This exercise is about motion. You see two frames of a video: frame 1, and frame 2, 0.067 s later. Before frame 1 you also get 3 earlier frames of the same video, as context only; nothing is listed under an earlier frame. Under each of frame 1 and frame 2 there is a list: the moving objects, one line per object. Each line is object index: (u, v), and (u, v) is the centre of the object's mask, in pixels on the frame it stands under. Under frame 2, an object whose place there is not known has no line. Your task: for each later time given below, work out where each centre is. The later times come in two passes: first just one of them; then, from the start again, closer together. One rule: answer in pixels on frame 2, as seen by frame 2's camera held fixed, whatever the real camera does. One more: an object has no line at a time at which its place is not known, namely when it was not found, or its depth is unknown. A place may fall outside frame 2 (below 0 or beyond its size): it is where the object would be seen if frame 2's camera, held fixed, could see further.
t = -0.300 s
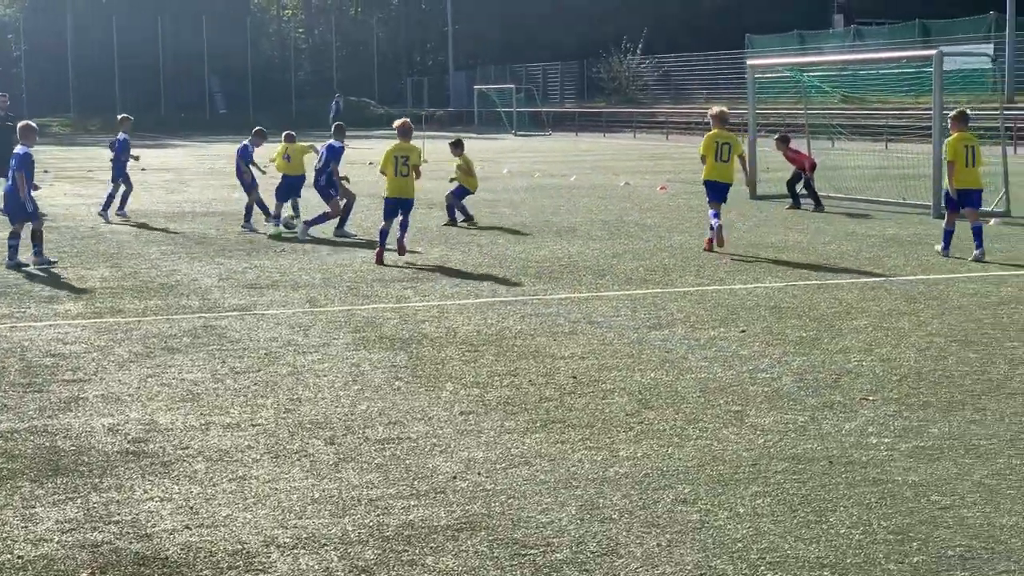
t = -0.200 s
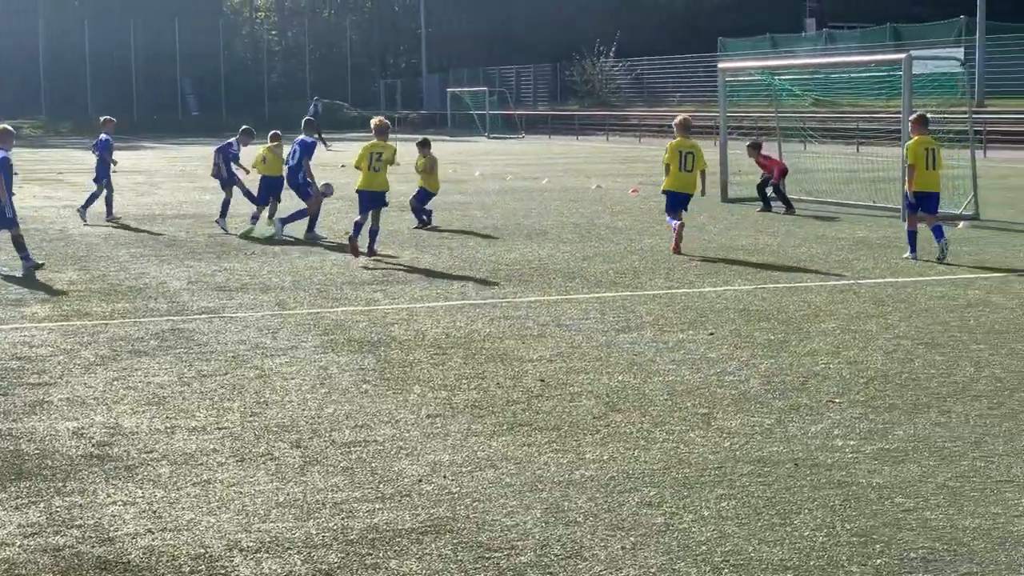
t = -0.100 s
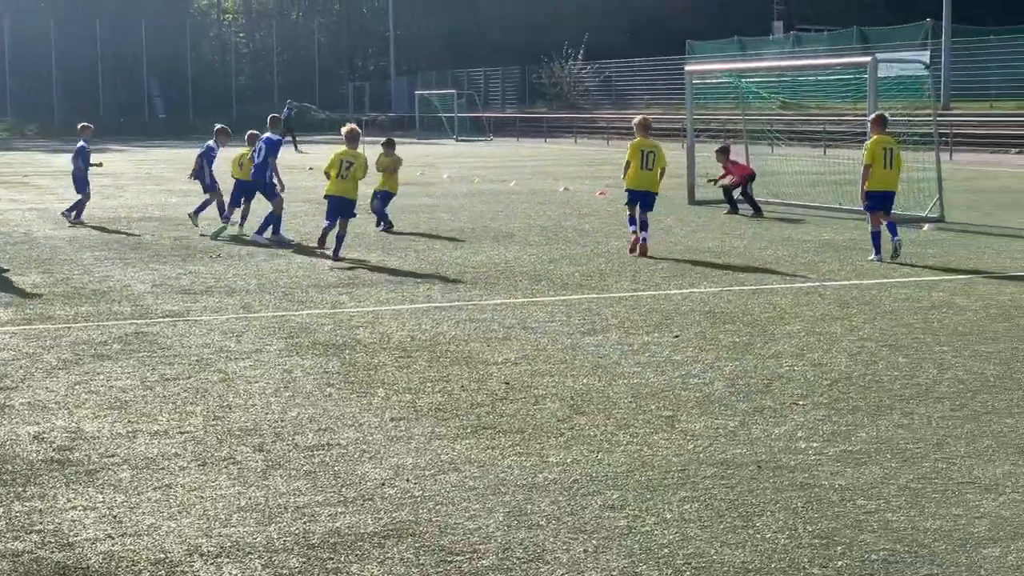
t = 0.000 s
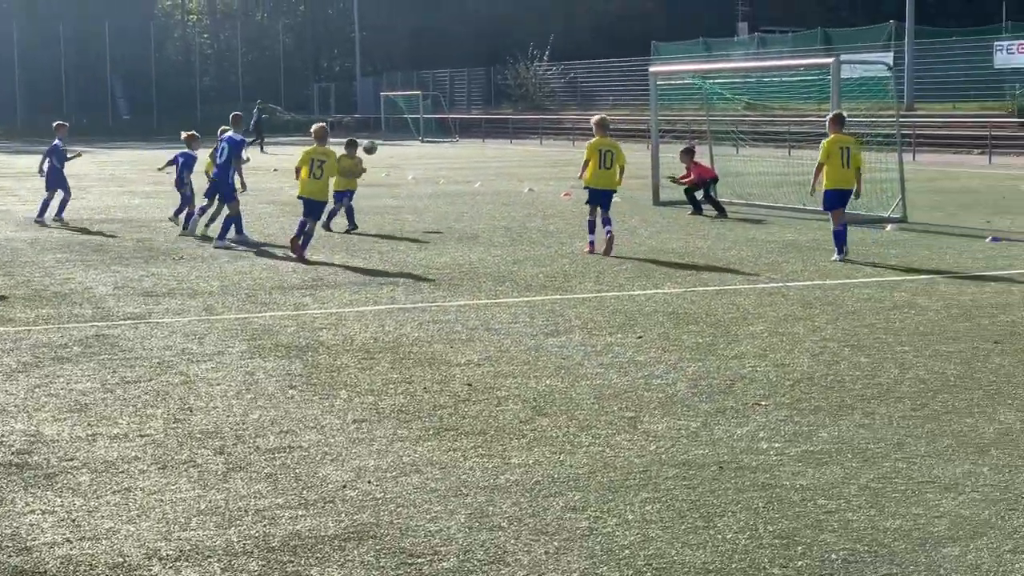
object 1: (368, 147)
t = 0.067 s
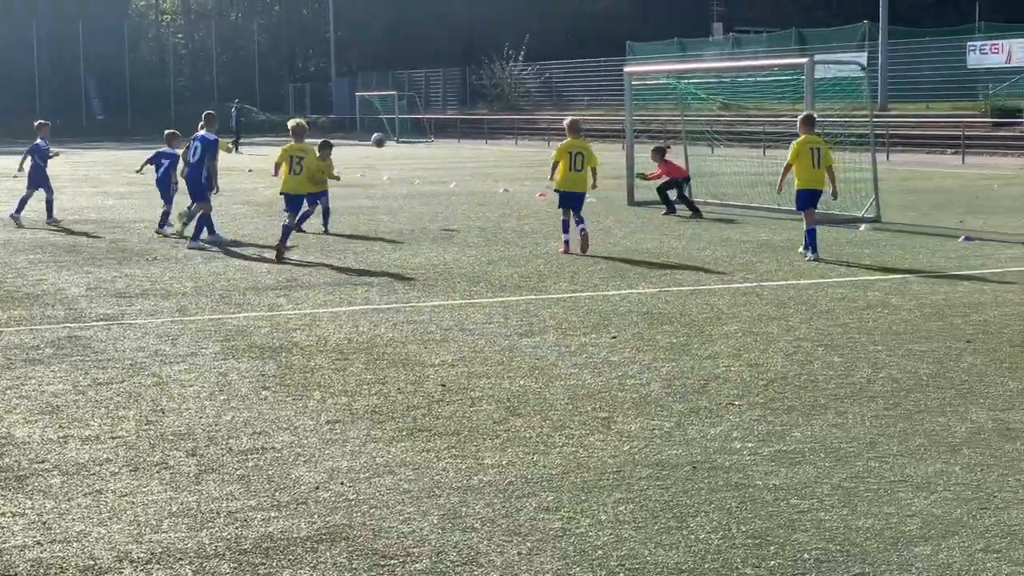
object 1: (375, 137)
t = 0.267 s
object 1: (465, 134)
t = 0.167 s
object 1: (422, 134)
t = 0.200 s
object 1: (435, 133)
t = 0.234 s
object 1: (451, 134)
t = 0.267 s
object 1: (465, 134)
